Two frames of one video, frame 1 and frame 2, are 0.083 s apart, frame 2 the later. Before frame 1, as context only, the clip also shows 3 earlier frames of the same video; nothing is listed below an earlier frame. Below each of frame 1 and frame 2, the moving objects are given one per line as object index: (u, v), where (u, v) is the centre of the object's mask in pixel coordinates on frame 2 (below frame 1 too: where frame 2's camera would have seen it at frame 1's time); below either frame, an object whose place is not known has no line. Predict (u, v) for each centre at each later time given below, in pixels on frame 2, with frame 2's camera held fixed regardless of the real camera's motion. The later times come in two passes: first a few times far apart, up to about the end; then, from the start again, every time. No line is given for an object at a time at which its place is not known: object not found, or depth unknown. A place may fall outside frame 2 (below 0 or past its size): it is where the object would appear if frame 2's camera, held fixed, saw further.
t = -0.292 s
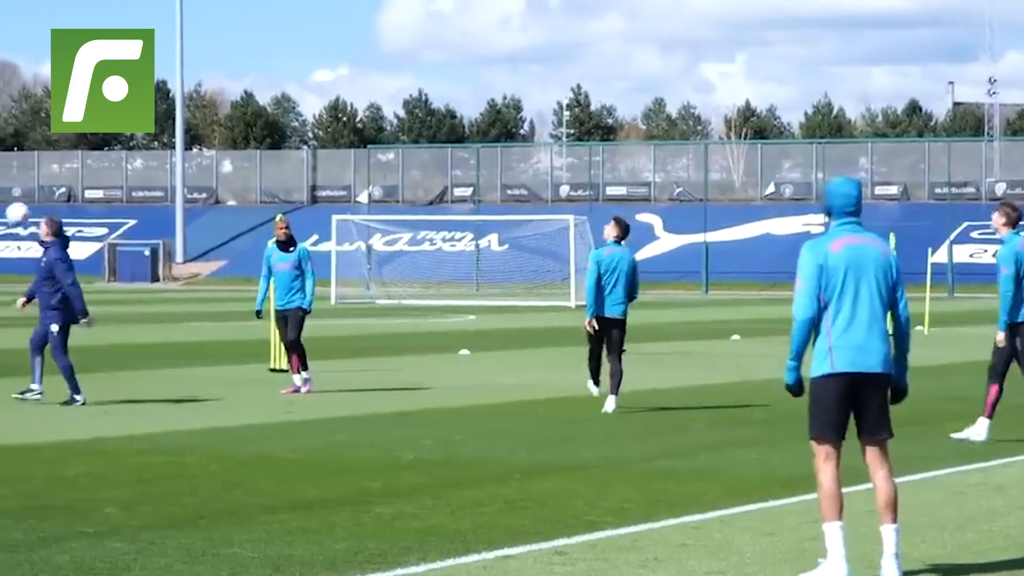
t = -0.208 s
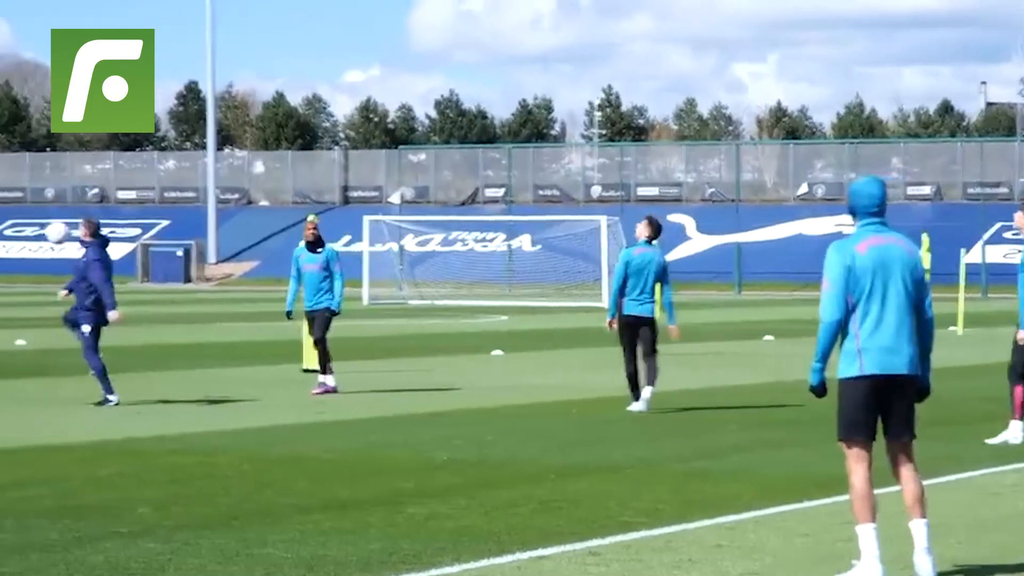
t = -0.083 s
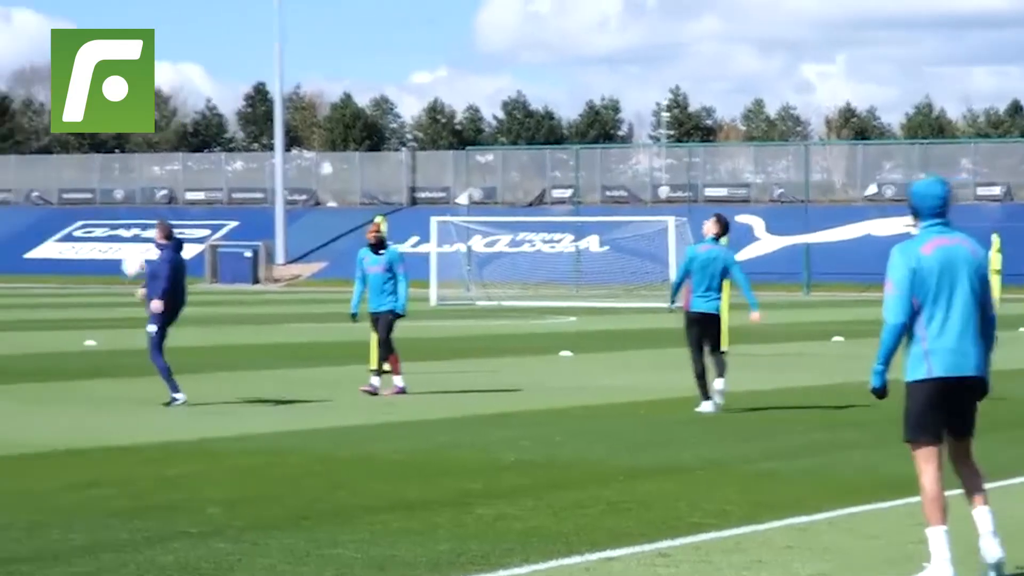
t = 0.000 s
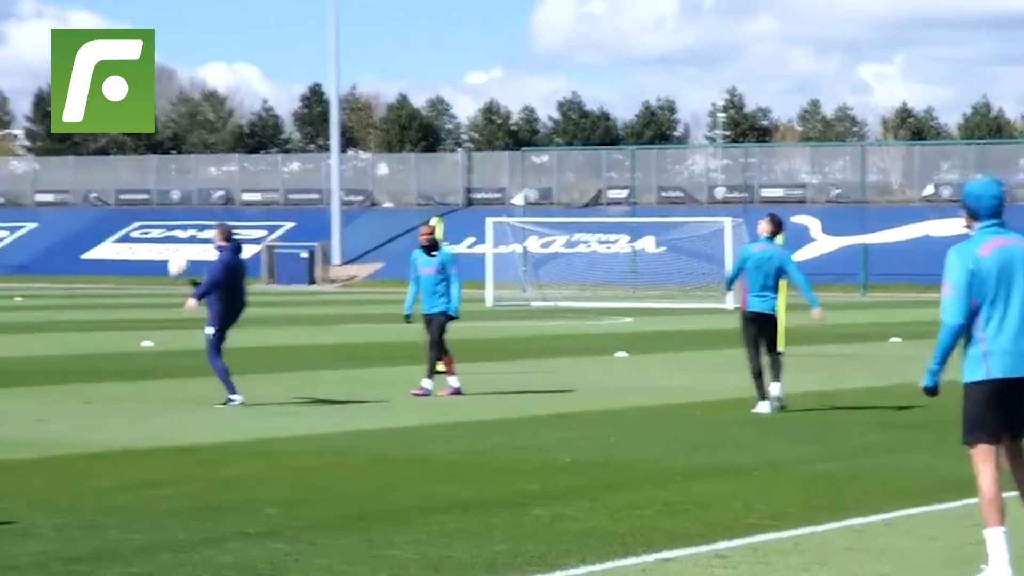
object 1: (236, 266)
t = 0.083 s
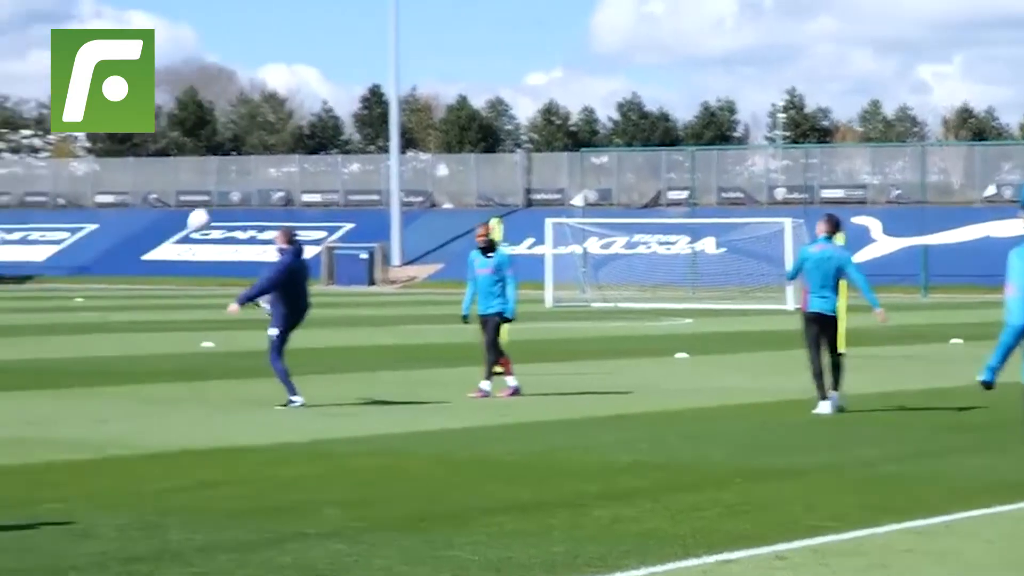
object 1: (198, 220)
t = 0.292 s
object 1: (103, 132)
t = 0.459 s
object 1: (20, 89)
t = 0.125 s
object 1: (178, 198)
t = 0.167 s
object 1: (159, 179)
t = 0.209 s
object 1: (141, 161)
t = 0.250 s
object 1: (123, 146)
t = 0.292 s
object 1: (103, 132)
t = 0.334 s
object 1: (82, 118)
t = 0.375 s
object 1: (63, 106)
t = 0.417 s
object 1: (40, 97)
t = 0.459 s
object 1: (20, 89)
